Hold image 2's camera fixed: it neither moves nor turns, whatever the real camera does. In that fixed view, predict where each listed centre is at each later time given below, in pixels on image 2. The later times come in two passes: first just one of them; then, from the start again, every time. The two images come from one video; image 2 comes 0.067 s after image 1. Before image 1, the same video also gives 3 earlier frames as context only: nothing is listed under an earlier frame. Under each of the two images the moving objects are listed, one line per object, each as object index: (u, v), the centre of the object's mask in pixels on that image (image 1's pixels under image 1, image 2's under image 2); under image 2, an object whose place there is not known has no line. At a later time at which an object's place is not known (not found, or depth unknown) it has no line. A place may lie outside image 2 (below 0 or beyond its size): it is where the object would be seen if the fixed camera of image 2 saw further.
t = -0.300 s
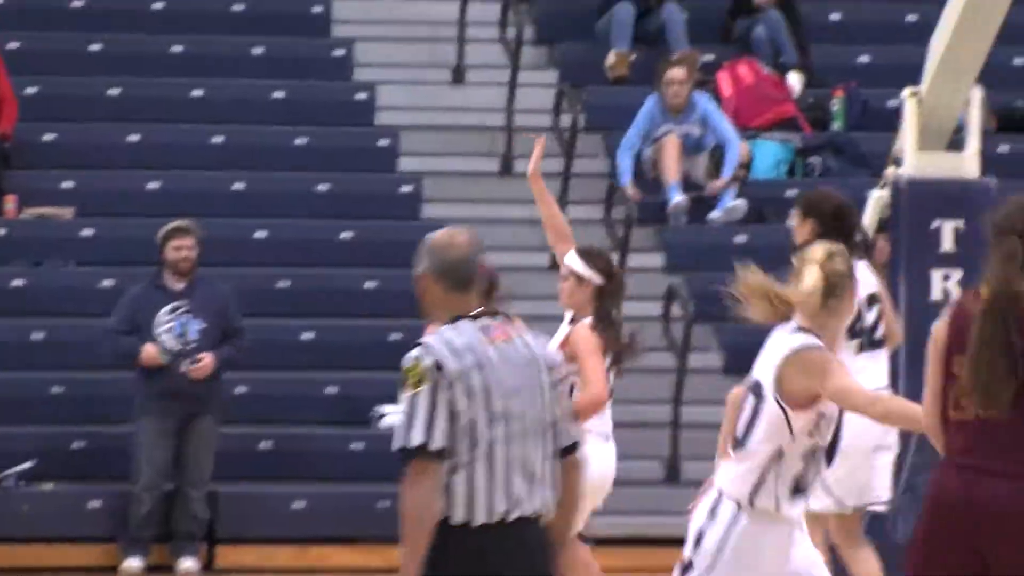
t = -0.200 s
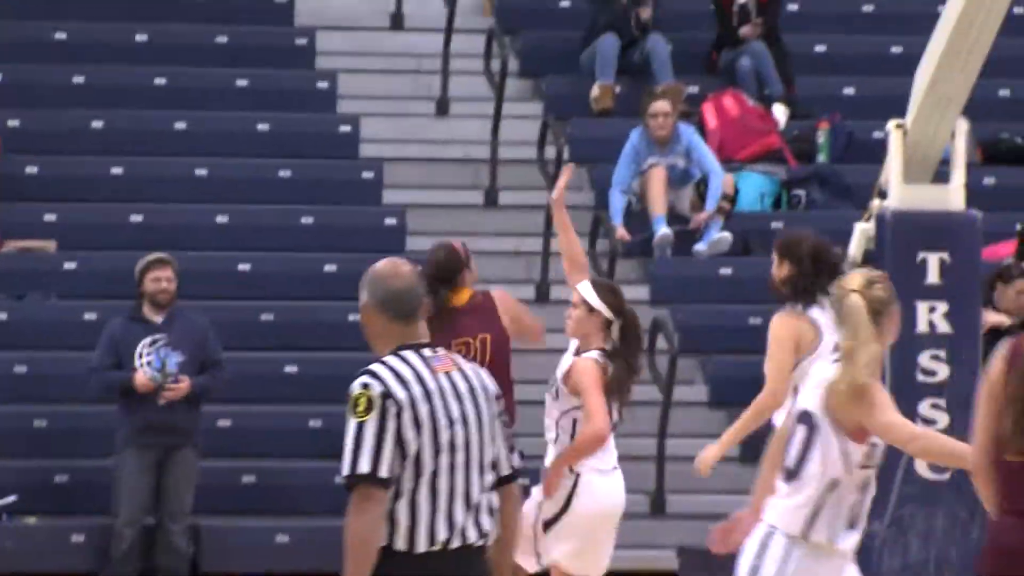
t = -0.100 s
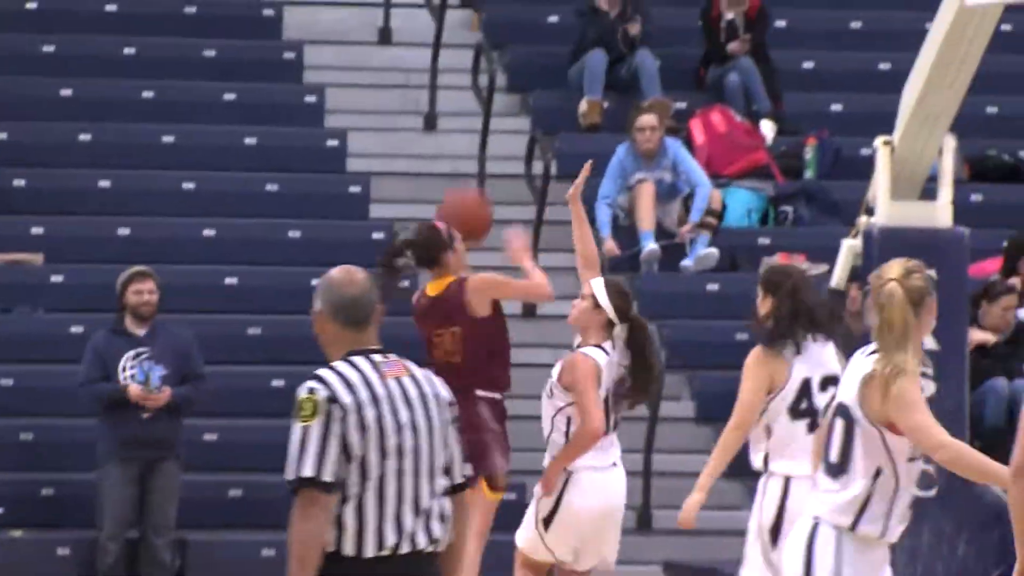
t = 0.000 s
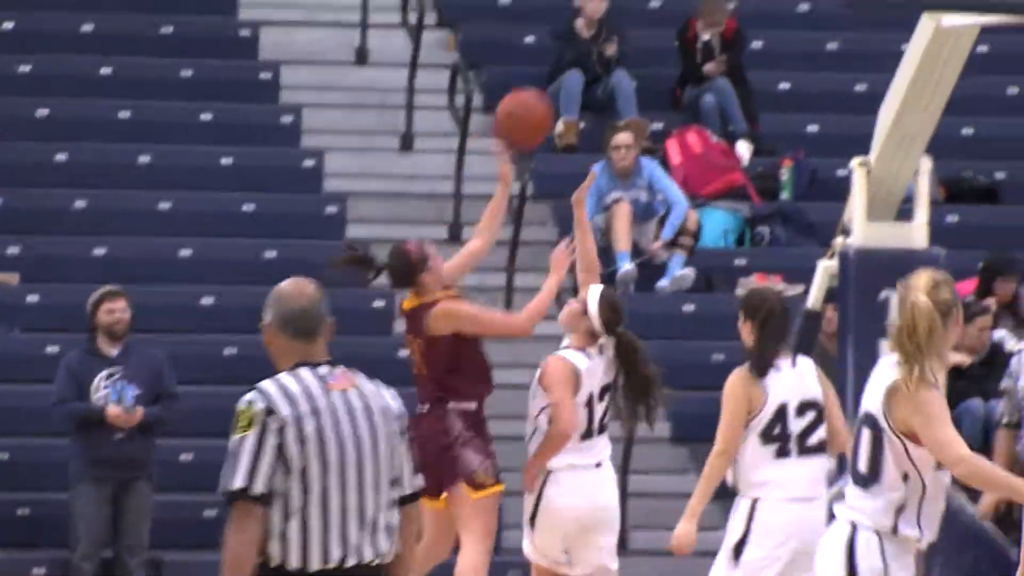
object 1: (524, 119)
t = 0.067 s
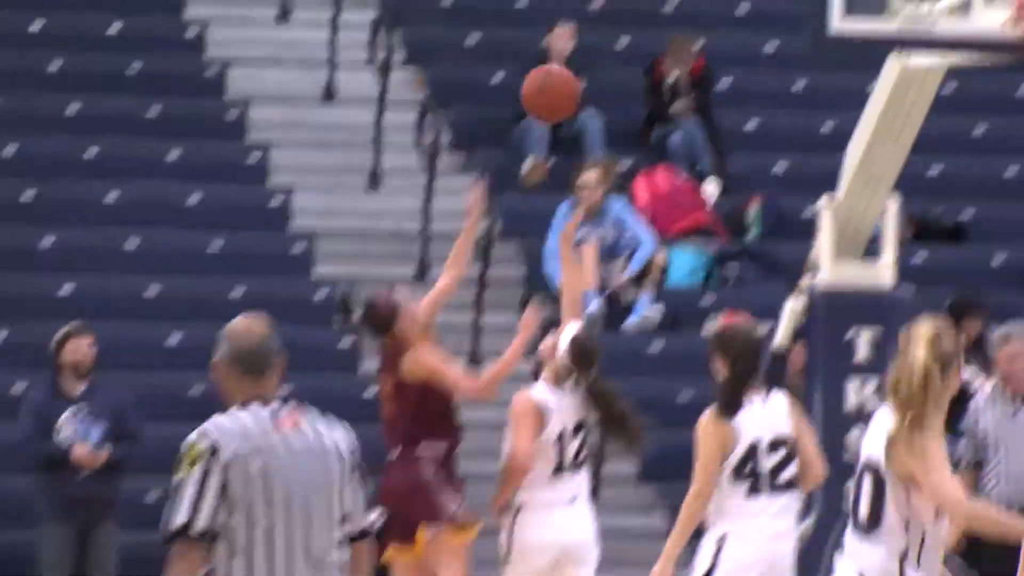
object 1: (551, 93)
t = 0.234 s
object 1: (696, -18)
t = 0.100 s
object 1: (580, 67)
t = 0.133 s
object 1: (609, 41)
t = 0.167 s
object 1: (638, 17)
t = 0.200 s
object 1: (667, -2)
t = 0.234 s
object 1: (696, -18)
